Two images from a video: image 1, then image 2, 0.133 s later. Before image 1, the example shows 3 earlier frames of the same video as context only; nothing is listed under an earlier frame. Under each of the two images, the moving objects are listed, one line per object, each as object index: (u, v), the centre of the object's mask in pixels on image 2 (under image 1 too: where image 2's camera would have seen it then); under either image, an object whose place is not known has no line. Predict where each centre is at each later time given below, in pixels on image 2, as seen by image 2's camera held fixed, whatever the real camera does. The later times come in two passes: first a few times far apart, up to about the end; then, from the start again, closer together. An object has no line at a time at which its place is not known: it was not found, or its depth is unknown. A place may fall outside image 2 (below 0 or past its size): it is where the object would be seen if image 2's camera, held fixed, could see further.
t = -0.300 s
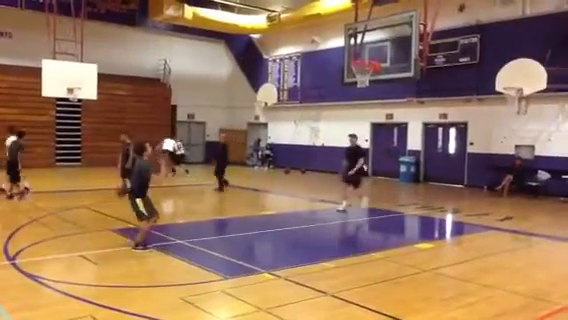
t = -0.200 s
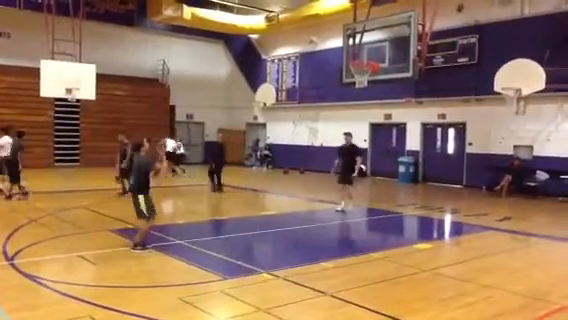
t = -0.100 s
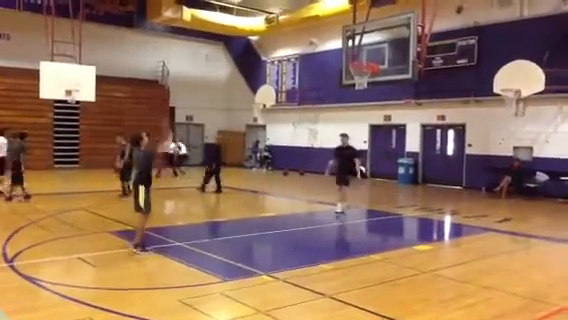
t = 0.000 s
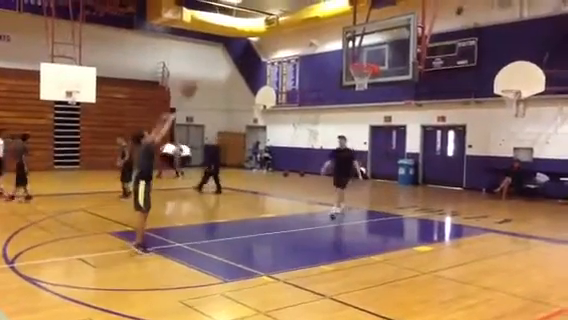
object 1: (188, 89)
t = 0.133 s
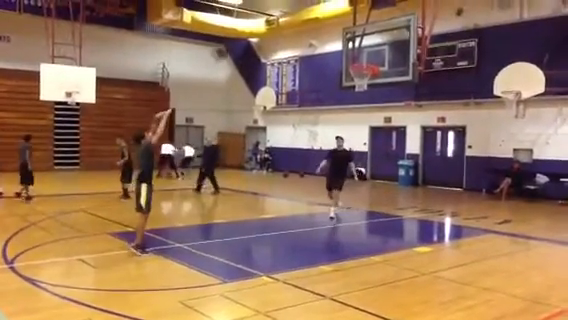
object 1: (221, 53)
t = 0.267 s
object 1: (251, 27)
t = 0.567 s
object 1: (310, 14)
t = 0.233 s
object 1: (244, 32)
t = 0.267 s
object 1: (251, 27)
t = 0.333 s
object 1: (266, 19)
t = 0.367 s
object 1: (272, 18)
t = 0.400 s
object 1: (279, 14)
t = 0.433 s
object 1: (286, 12)
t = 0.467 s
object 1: (292, 12)
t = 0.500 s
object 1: (297, 12)
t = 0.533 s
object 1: (303, 12)
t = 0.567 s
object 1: (310, 14)
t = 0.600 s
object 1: (316, 16)
